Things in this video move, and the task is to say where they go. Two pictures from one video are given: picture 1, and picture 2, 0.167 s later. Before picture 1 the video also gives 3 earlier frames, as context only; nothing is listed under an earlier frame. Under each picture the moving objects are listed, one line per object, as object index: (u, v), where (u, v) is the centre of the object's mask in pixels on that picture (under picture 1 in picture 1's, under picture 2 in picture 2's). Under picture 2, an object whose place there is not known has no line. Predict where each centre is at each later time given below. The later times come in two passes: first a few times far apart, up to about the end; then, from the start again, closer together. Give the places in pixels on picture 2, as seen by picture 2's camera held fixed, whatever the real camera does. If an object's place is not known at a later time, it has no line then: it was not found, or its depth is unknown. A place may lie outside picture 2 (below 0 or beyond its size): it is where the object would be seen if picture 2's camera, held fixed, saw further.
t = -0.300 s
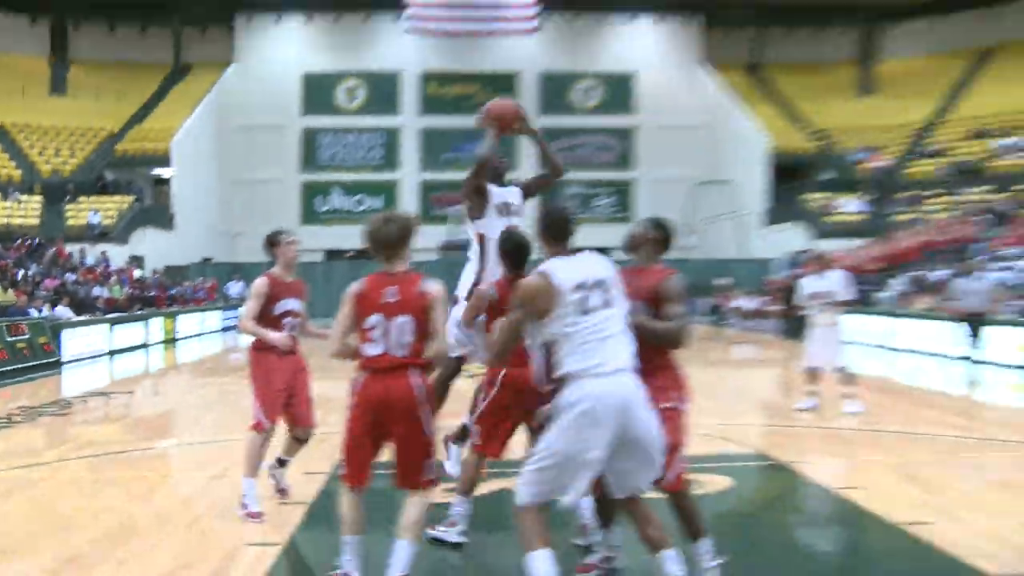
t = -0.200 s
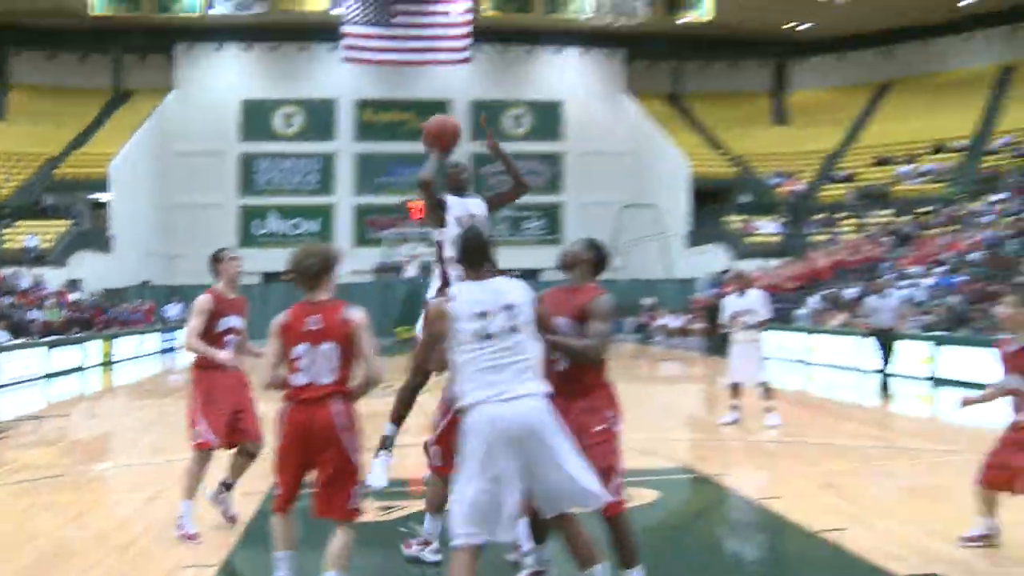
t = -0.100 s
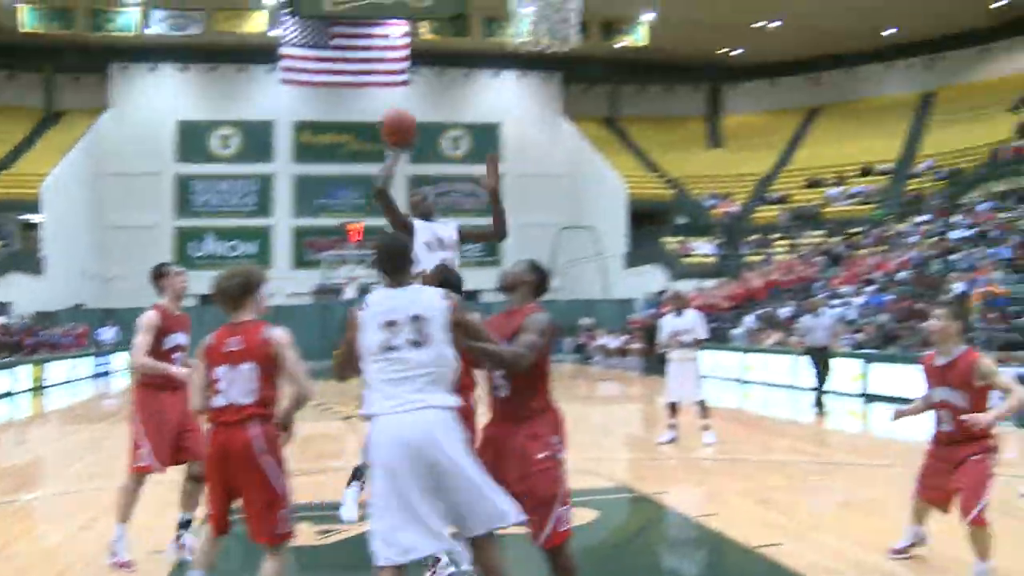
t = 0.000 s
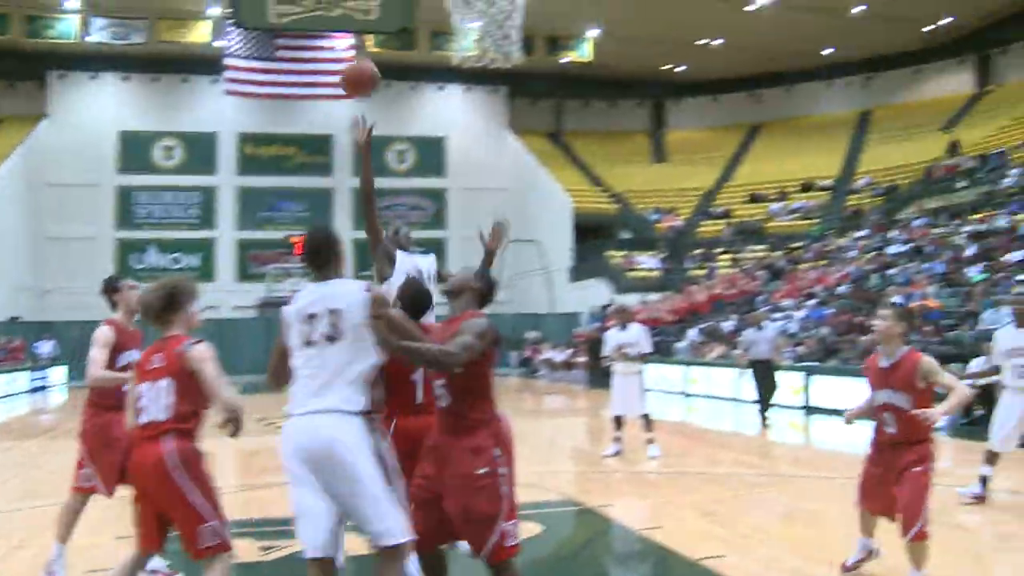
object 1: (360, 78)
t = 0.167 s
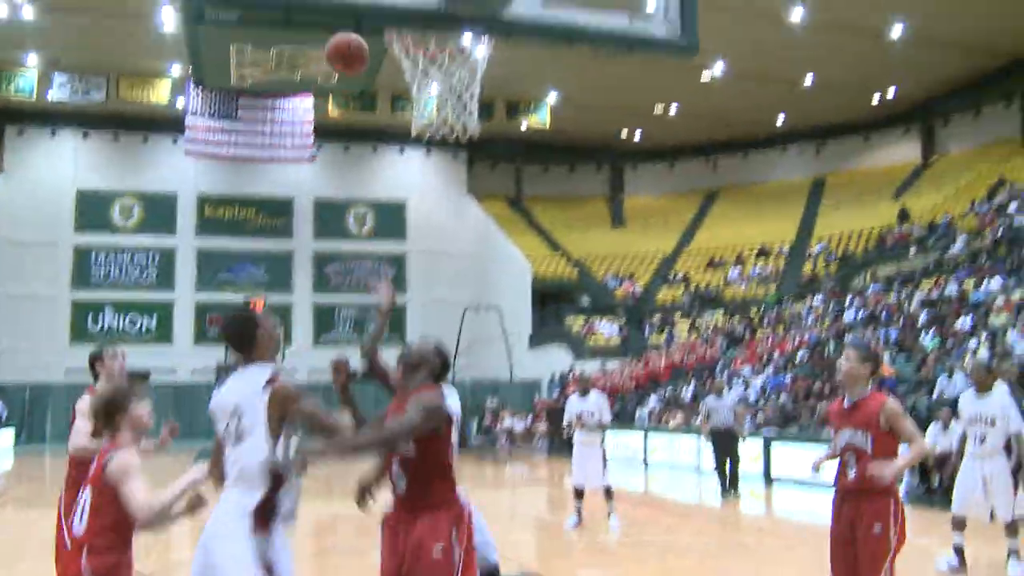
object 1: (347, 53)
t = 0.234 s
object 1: (358, 37)
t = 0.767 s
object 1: (477, 100)
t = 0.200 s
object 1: (352, 41)
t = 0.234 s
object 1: (358, 37)
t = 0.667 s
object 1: (459, 74)
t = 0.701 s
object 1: (471, 87)
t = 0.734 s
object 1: (475, 94)
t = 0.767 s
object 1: (477, 100)
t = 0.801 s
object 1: (473, 110)
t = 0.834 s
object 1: (473, 120)
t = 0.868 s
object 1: (472, 135)
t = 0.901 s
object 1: (471, 151)
